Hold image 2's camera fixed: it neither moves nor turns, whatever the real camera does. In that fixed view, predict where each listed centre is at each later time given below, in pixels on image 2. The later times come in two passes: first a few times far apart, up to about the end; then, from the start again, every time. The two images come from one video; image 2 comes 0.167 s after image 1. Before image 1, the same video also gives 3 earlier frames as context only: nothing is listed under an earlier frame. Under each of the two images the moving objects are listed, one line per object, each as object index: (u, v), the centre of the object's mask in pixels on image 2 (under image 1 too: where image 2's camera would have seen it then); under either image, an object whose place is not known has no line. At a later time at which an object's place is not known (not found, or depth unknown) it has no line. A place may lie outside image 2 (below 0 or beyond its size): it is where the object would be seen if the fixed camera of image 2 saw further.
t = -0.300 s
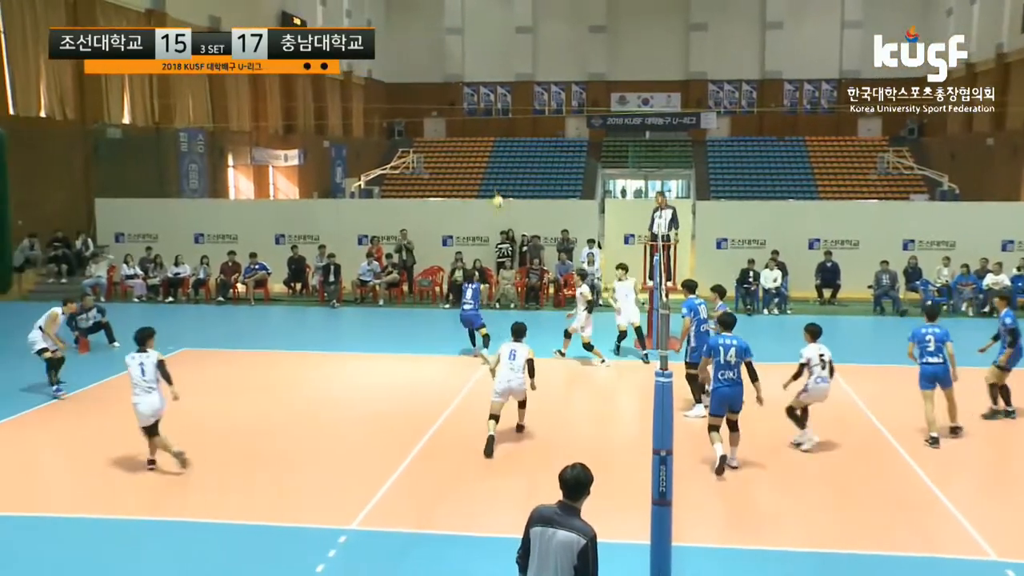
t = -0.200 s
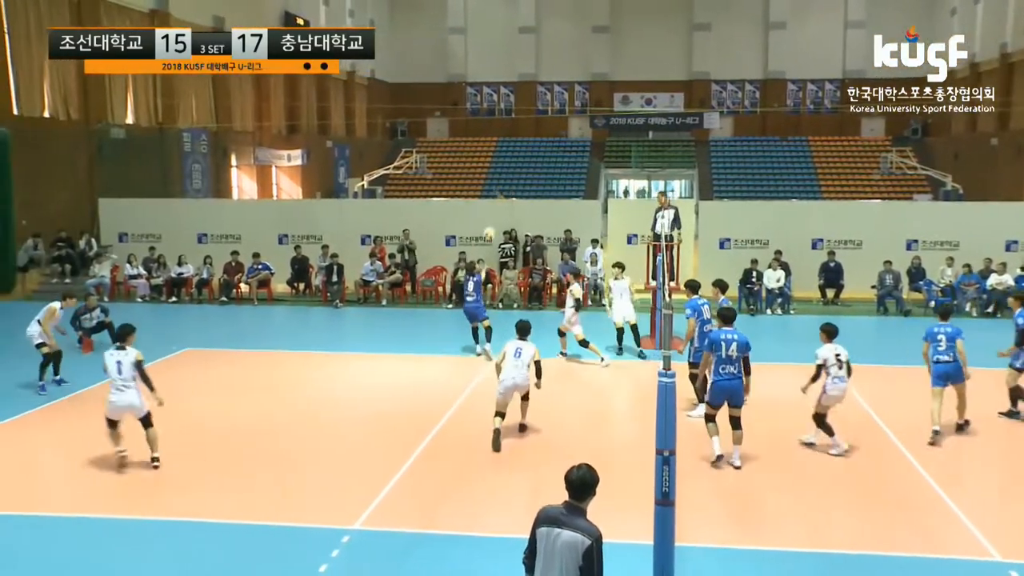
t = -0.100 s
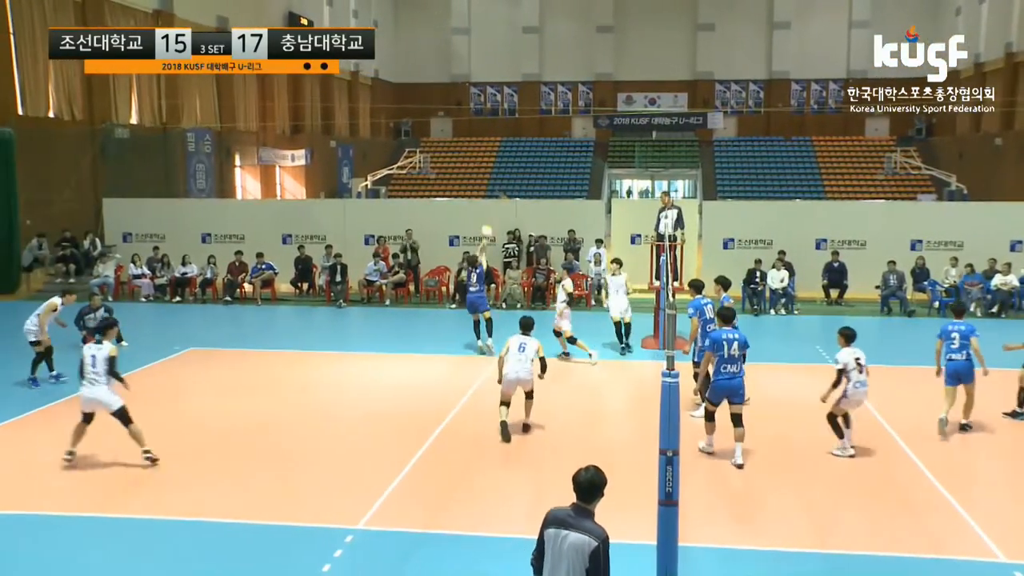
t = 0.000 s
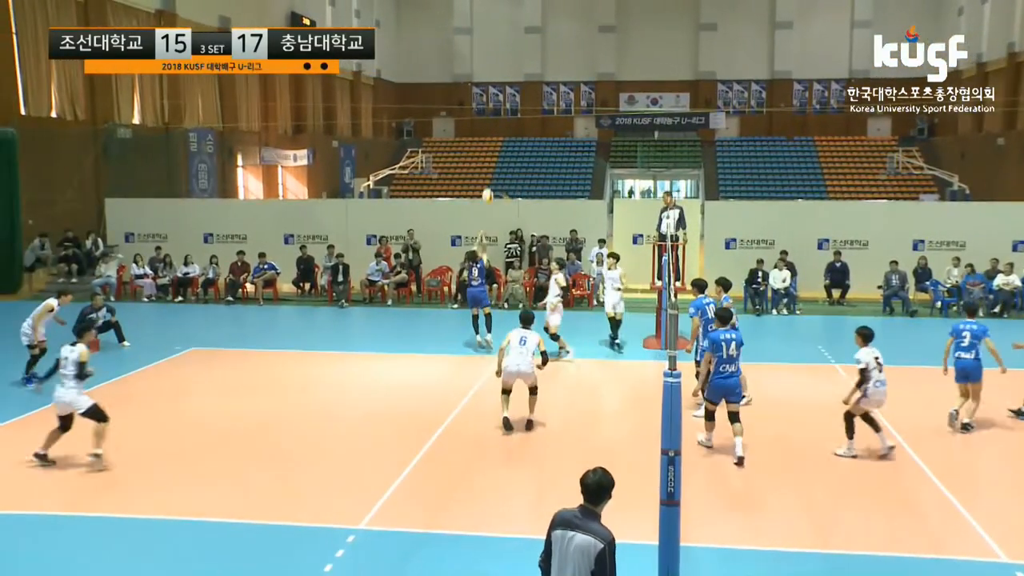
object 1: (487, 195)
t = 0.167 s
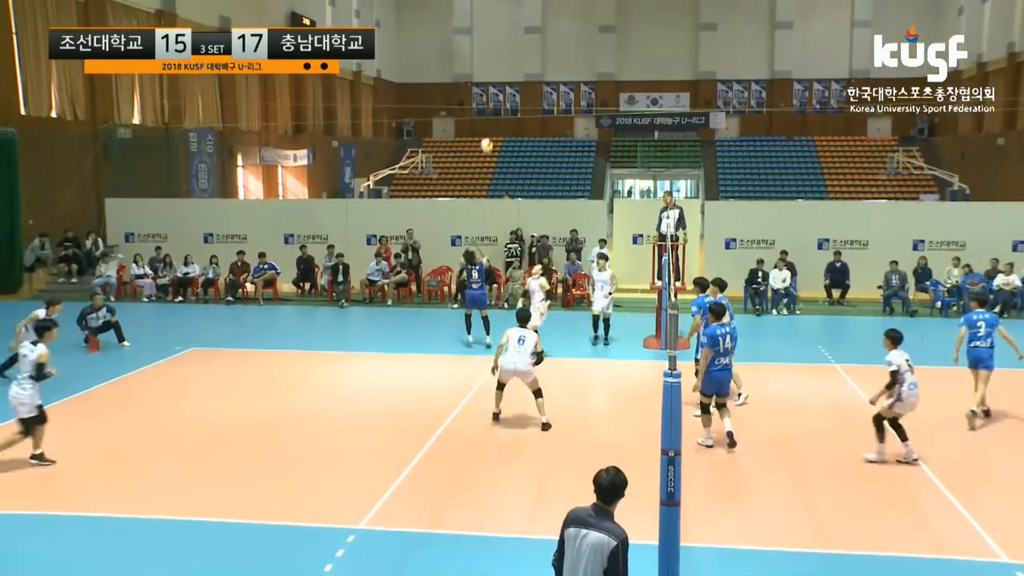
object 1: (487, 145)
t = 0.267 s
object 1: (486, 122)
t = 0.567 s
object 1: (484, 81)
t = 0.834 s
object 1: (483, 92)
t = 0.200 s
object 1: (486, 136)
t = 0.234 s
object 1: (486, 129)
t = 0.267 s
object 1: (486, 122)
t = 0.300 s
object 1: (486, 115)
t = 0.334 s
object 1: (486, 108)
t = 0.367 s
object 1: (485, 102)
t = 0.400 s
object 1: (485, 97)
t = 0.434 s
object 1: (485, 93)
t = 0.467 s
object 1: (485, 89)
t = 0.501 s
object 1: (484, 85)
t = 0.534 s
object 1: (485, 83)
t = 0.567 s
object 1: (484, 81)
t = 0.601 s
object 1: (484, 80)
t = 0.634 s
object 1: (484, 80)
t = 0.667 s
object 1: (484, 80)
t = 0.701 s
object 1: (484, 81)
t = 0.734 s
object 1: (483, 83)
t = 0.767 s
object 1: (484, 84)
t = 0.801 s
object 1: (483, 87)
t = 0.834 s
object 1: (483, 92)
